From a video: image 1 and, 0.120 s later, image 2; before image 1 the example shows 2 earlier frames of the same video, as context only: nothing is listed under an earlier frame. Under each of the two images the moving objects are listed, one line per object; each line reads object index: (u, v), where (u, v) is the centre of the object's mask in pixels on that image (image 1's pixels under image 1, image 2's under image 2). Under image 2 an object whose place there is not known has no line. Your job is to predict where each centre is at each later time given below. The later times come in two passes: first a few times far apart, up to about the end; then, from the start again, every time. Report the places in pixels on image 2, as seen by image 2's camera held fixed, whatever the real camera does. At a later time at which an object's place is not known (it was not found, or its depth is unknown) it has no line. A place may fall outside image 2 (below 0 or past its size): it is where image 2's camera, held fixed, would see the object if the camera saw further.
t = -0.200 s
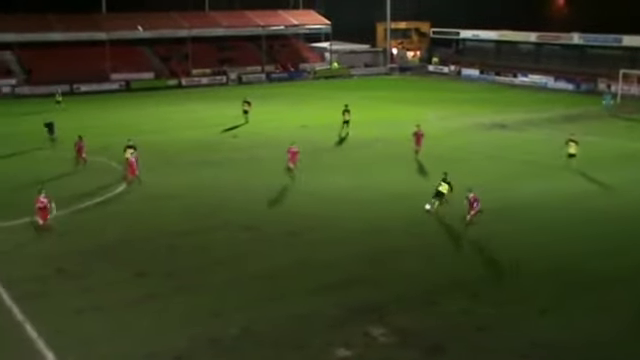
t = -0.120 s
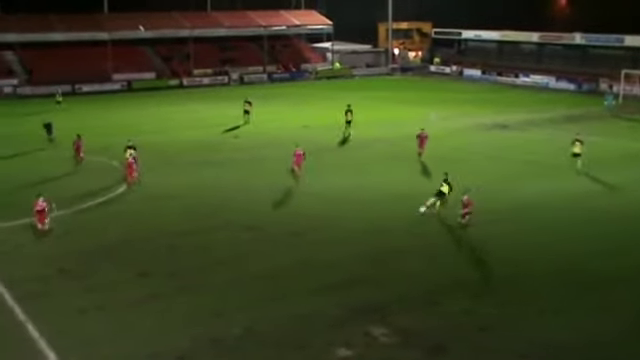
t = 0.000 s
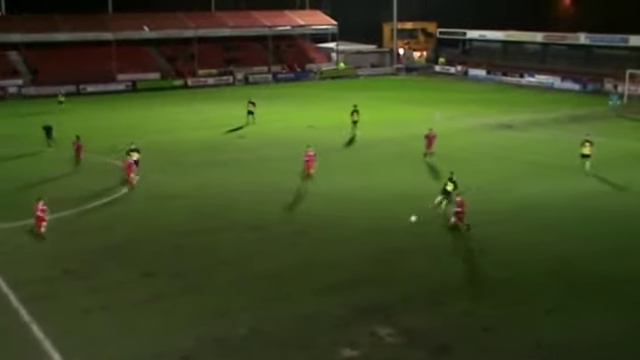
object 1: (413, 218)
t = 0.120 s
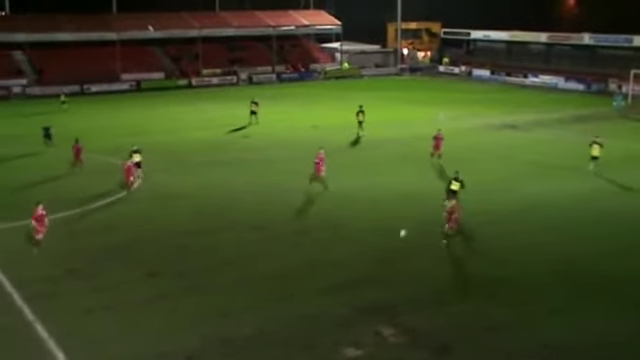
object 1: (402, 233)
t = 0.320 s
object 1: (380, 252)
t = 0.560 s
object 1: (357, 278)
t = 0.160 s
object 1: (397, 238)
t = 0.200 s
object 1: (393, 241)
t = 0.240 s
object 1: (389, 244)
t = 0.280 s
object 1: (385, 247)
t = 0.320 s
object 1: (380, 252)
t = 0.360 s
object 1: (376, 256)
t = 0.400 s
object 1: (372, 262)
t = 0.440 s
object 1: (368, 268)
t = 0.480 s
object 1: (364, 273)
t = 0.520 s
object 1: (360, 276)
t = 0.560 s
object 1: (357, 278)
